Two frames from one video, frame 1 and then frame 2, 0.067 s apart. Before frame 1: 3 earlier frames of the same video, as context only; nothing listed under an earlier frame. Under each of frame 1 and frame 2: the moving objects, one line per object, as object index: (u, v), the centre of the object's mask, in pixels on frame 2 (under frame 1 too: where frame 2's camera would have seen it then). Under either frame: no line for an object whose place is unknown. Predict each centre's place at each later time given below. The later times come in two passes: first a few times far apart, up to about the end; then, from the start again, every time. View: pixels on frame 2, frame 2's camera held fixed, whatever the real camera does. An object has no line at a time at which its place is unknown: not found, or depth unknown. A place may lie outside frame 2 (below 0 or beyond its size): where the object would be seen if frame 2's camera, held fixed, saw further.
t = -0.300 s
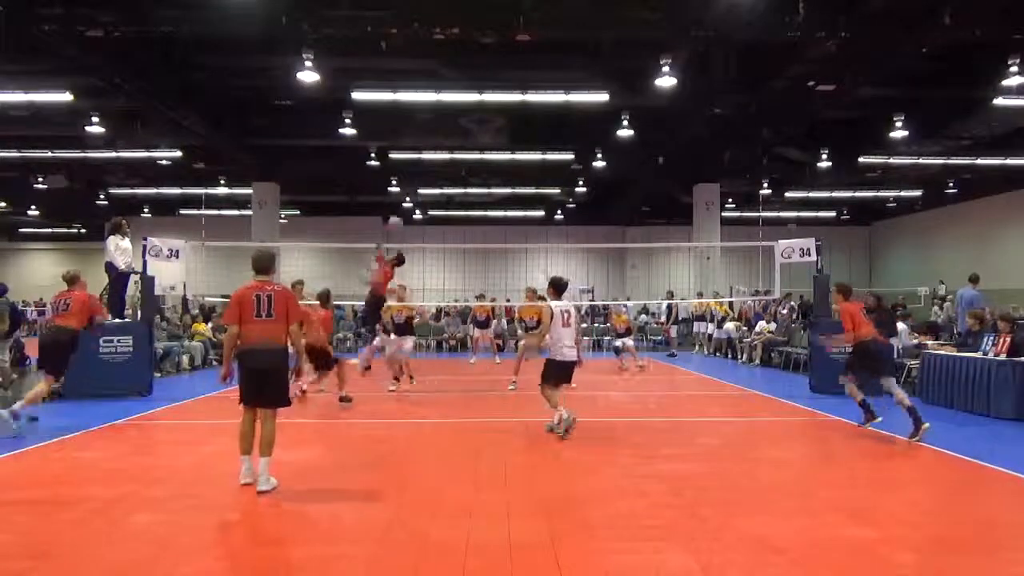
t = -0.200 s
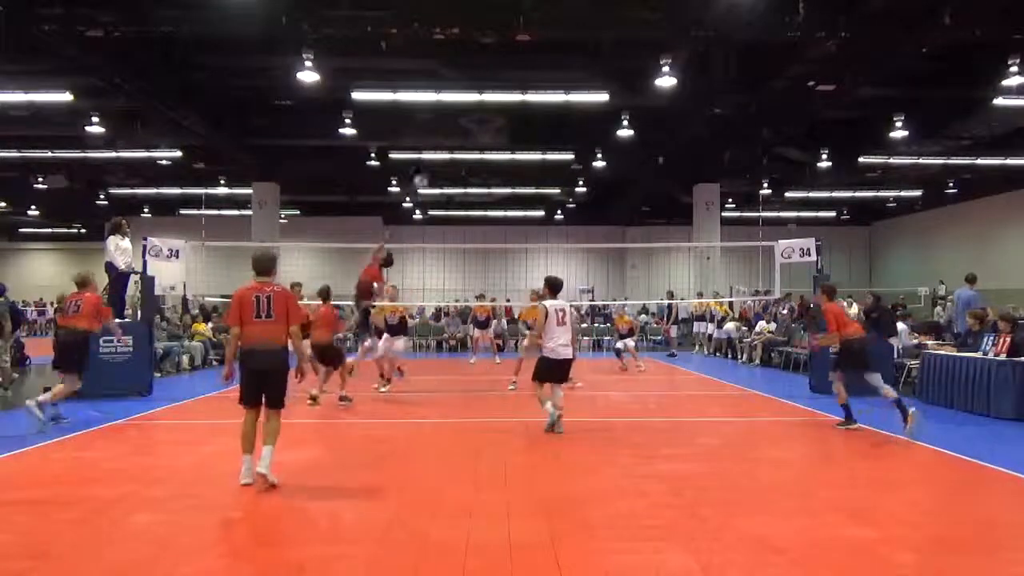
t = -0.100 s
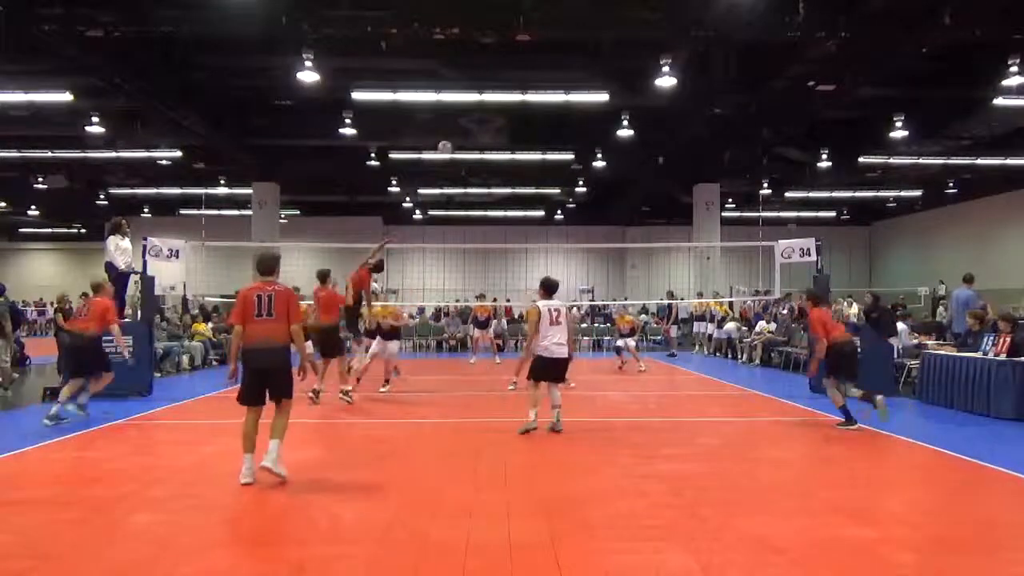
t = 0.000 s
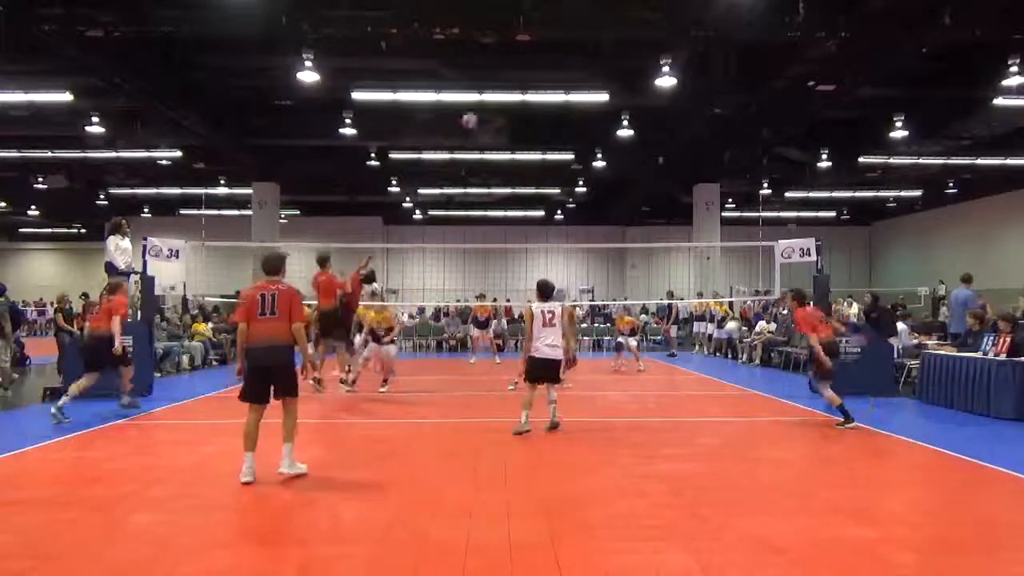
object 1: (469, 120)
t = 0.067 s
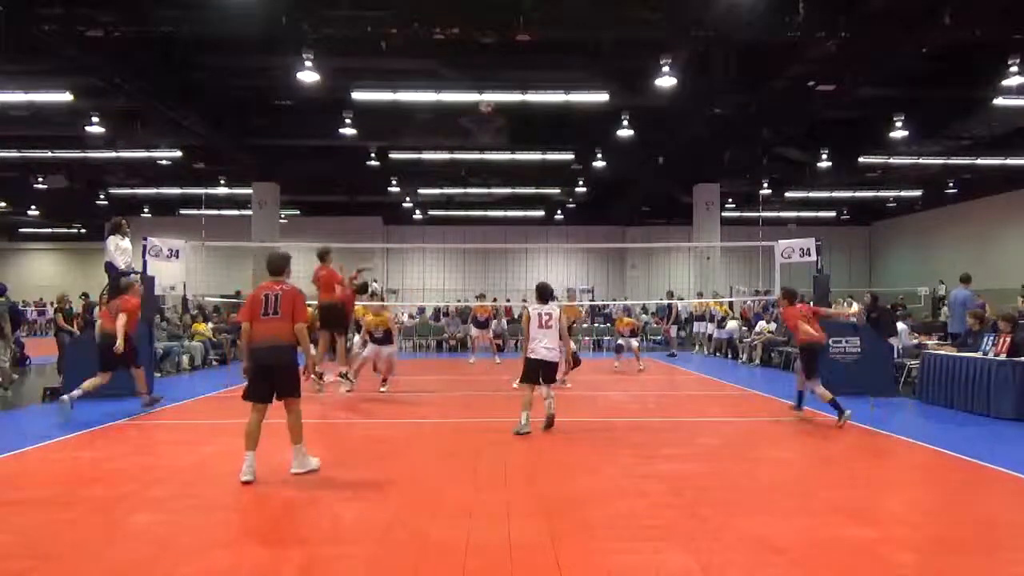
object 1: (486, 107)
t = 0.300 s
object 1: (545, 72)
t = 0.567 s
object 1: (613, 79)
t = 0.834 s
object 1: (683, 135)
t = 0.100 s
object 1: (494, 99)
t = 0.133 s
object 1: (503, 90)
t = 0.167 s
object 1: (511, 85)
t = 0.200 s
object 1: (519, 82)
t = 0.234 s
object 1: (528, 78)
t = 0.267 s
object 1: (536, 75)
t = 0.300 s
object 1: (545, 72)
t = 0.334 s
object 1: (553, 70)
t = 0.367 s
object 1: (562, 69)
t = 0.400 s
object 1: (571, 69)
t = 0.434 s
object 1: (579, 69)
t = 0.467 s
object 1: (587, 71)
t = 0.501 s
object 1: (596, 73)
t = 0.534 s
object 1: (605, 76)
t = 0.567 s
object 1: (613, 79)
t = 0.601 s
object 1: (622, 83)
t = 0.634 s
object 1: (631, 88)
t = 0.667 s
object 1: (640, 94)
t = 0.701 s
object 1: (648, 100)
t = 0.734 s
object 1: (657, 108)
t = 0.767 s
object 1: (666, 116)
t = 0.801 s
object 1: (674, 125)
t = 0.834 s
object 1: (683, 135)
